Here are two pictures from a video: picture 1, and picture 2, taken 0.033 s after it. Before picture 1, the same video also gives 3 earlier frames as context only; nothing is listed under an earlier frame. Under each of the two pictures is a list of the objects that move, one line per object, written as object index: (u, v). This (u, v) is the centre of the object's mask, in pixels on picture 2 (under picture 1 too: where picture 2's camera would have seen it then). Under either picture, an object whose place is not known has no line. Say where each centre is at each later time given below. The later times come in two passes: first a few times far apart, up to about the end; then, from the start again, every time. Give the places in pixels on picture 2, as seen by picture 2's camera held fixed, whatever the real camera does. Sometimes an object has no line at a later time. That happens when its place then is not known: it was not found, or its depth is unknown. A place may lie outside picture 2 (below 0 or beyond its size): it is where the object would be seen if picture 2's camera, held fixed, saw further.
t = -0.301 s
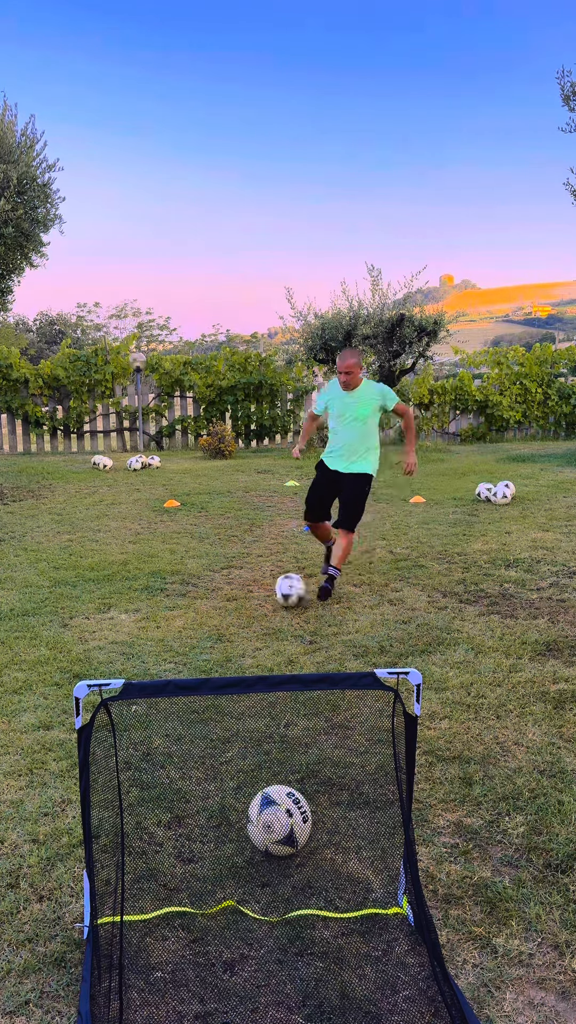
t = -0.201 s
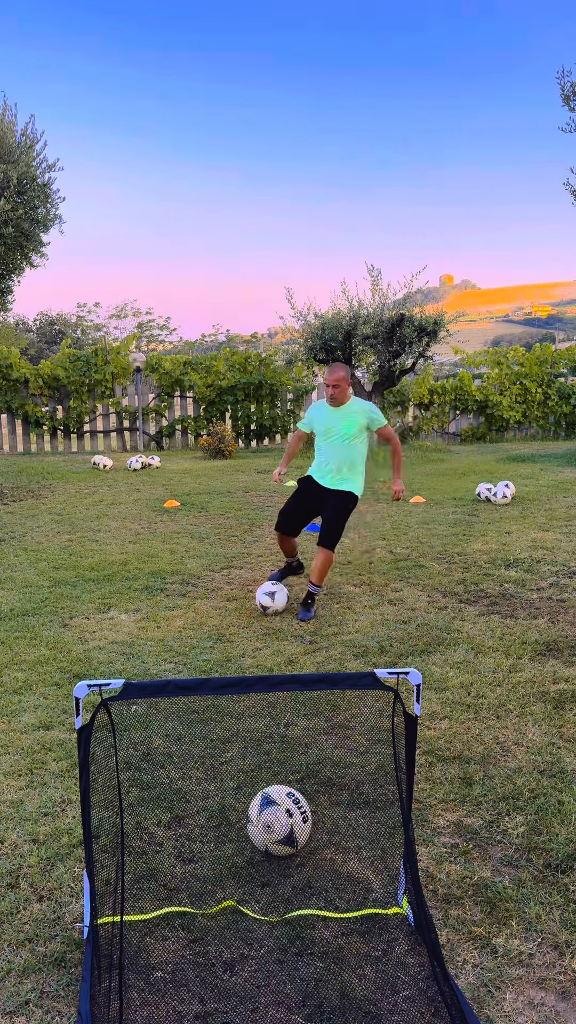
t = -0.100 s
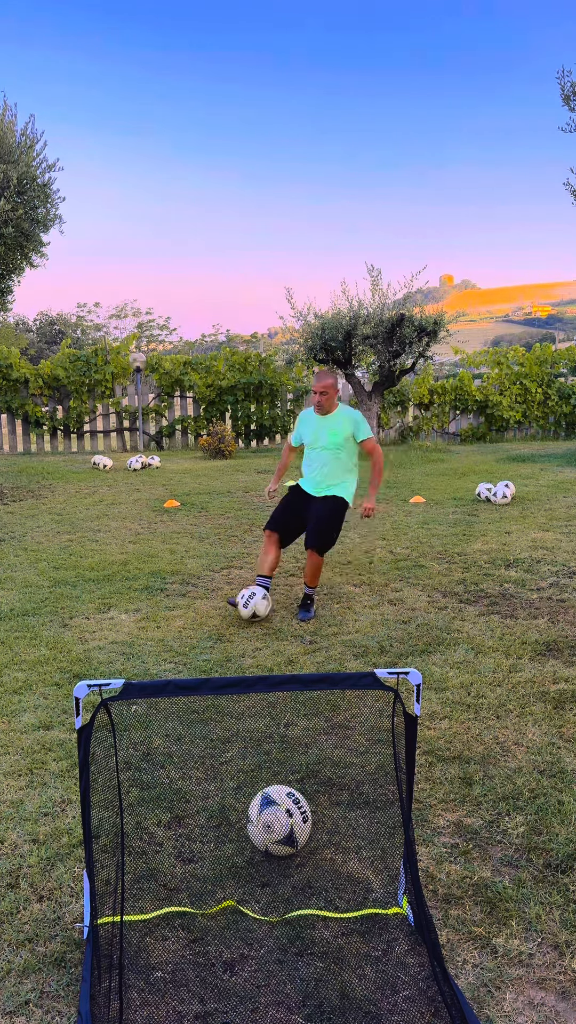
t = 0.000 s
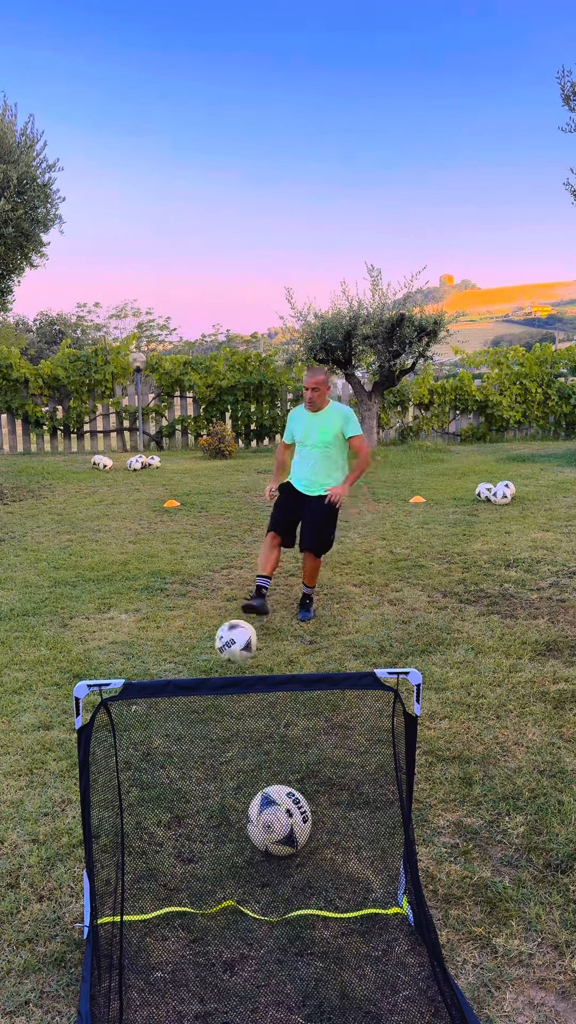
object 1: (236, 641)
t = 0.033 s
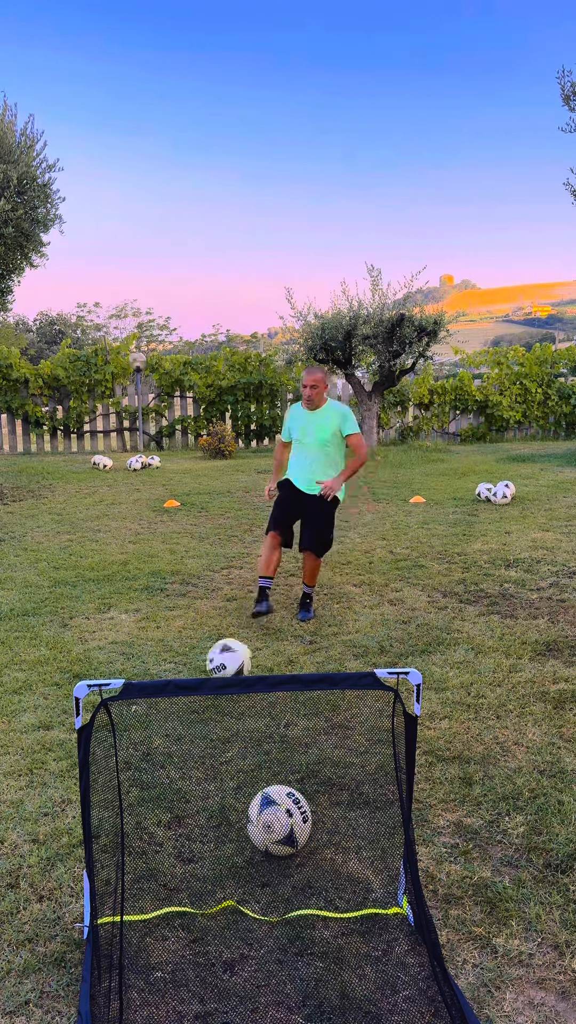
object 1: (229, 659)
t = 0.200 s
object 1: (175, 852)
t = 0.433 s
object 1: (201, 995)
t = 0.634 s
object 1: (294, 986)
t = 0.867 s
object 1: (364, 957)
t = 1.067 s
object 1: (411, 932)
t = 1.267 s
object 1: (405, 902)
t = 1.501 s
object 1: (367, 883)
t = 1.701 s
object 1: (339, 875)
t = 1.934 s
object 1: (311, 867)
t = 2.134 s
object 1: (296, 862)
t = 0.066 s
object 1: (220, 671)
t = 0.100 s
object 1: (212, 719)
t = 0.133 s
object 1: (201, 759)
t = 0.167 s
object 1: (189, 810)
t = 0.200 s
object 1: (175, 852)
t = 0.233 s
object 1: (162, 884)
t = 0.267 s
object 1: (145, 925)
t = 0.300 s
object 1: (129, 979)
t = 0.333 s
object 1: (142, 1000)
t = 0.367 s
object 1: (166, 1006)
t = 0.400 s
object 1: (179, 1000)
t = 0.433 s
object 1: (201, 995)
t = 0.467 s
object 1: (218, 993)
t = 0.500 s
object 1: (235, 992)
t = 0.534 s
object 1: (251, 992)
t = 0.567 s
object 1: (265, 990)
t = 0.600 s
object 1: (280, 987)
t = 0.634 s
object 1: (294, 986)
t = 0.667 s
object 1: (305, 982)
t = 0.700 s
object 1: (317, 978)
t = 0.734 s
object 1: (329, 977)
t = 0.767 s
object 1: (339, 973)
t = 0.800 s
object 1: (348, 968)
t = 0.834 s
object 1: (356, 962)
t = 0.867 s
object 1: (364, 957)
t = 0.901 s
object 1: (373, 954)
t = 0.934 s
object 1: (381, 948)
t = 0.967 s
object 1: (388, 945)
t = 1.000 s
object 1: (397, 942)
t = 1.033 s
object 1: (404, 936)
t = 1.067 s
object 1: (411, 932)
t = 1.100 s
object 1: (417, 925)
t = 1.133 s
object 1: (421, 920)
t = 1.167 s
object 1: (419, 912)
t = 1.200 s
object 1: (415, 906)
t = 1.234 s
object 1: (411, 904)
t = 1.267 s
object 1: (405, 902)
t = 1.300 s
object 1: (400, 898)
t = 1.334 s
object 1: (388, 895)
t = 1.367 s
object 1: (385, 892)
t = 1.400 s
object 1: (380, 890)
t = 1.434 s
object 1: (377, 887)
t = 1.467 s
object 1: (373, 885)
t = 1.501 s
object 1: (367, 883)
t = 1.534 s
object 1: (361, 880)
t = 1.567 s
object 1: (357, 879)
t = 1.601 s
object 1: (352, 878)
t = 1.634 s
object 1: (348, 877)
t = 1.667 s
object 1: (343, 876)
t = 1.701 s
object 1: (339, 875)
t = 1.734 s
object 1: (334, 874)
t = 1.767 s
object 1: (331, 873)
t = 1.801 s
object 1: (326, 871)
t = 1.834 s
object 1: (322, 870)
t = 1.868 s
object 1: (318, 869)
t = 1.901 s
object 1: (315, 868)
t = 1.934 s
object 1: (311, 867)
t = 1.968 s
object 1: (307, 866)
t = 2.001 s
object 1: (304, 865)
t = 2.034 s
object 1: (301, 864)
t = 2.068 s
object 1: (299, 863)
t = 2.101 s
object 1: (297, 863)
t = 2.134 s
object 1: (296, 862)
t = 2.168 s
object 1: (295, 862)
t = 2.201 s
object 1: (294, 862)
